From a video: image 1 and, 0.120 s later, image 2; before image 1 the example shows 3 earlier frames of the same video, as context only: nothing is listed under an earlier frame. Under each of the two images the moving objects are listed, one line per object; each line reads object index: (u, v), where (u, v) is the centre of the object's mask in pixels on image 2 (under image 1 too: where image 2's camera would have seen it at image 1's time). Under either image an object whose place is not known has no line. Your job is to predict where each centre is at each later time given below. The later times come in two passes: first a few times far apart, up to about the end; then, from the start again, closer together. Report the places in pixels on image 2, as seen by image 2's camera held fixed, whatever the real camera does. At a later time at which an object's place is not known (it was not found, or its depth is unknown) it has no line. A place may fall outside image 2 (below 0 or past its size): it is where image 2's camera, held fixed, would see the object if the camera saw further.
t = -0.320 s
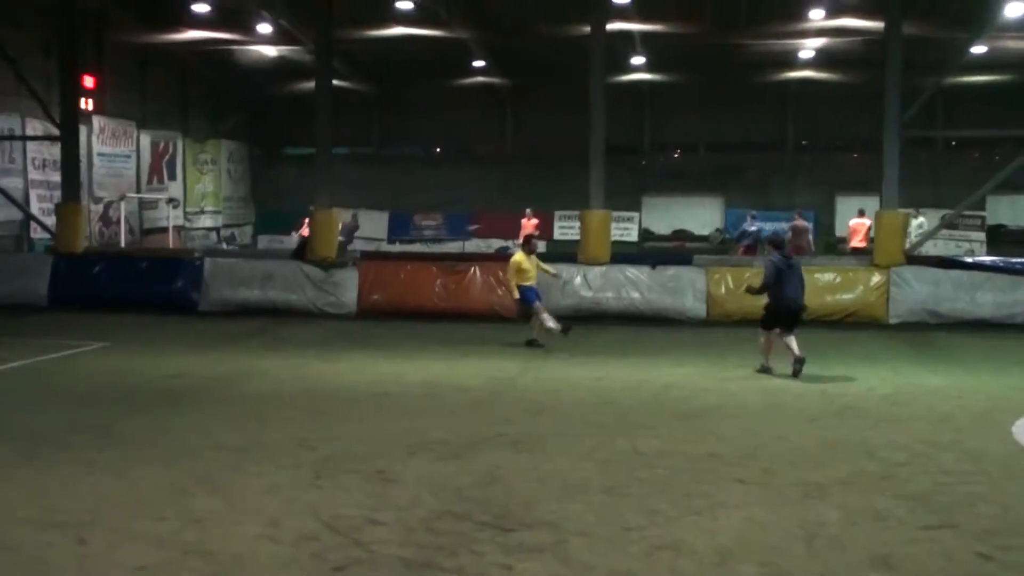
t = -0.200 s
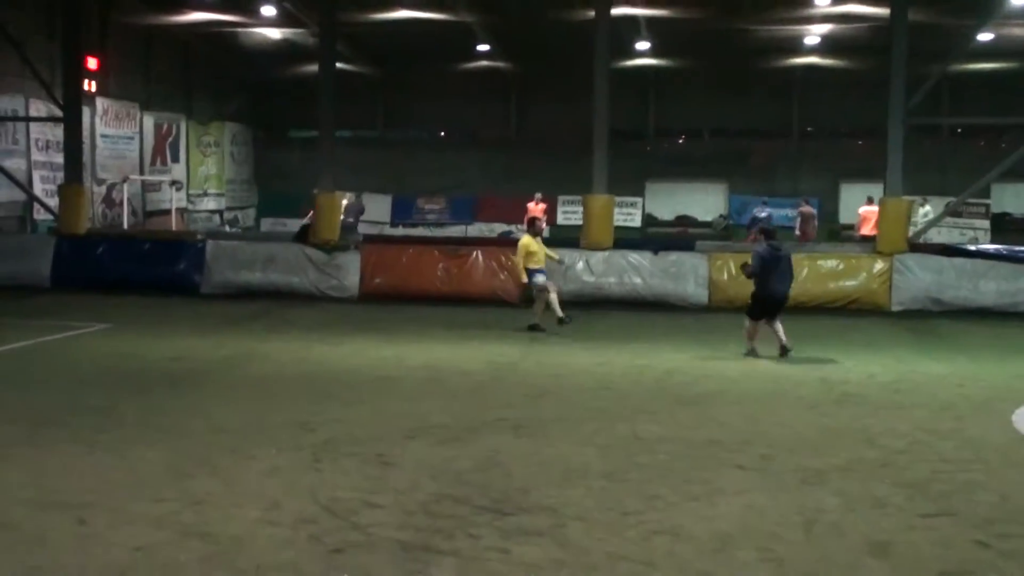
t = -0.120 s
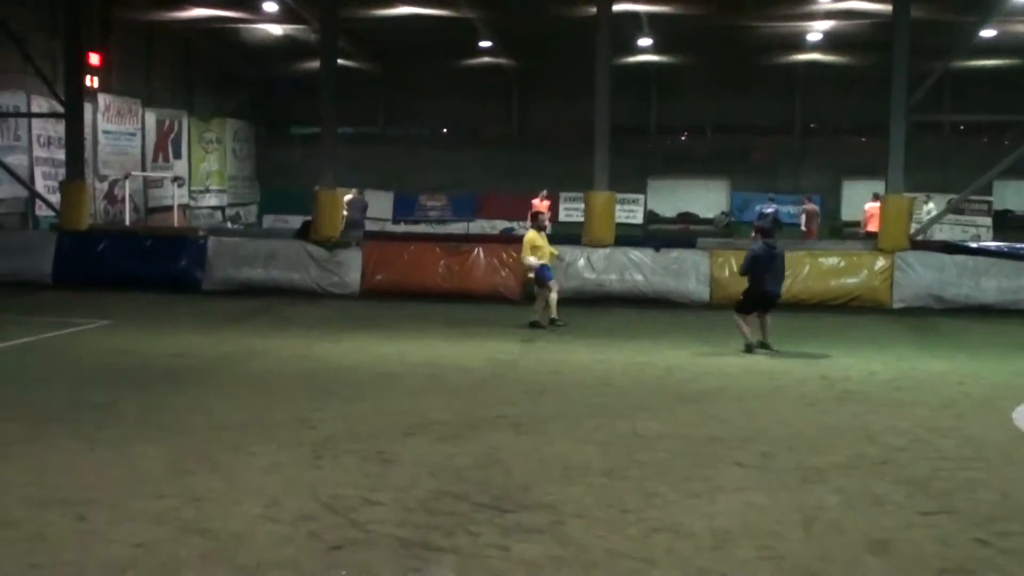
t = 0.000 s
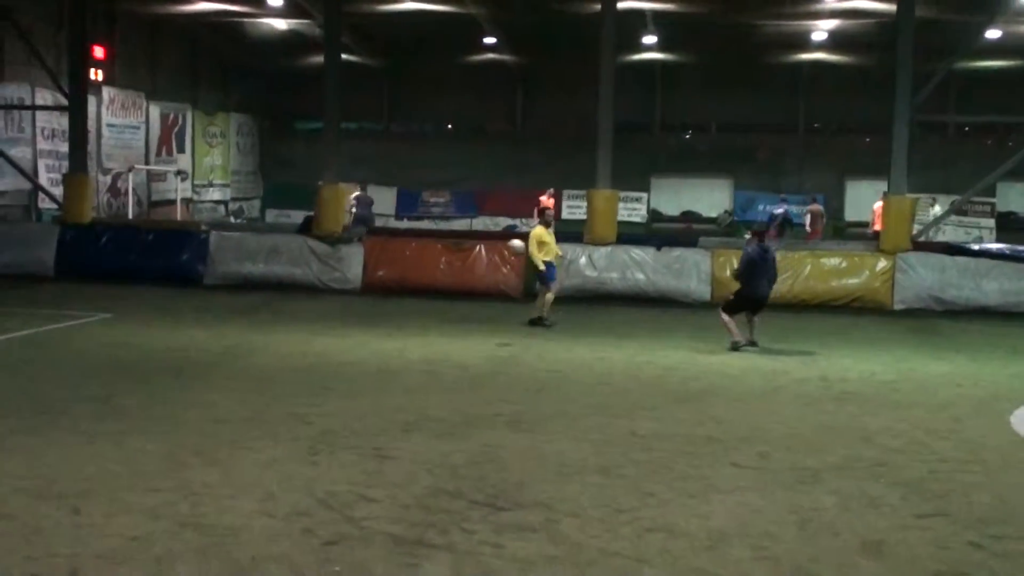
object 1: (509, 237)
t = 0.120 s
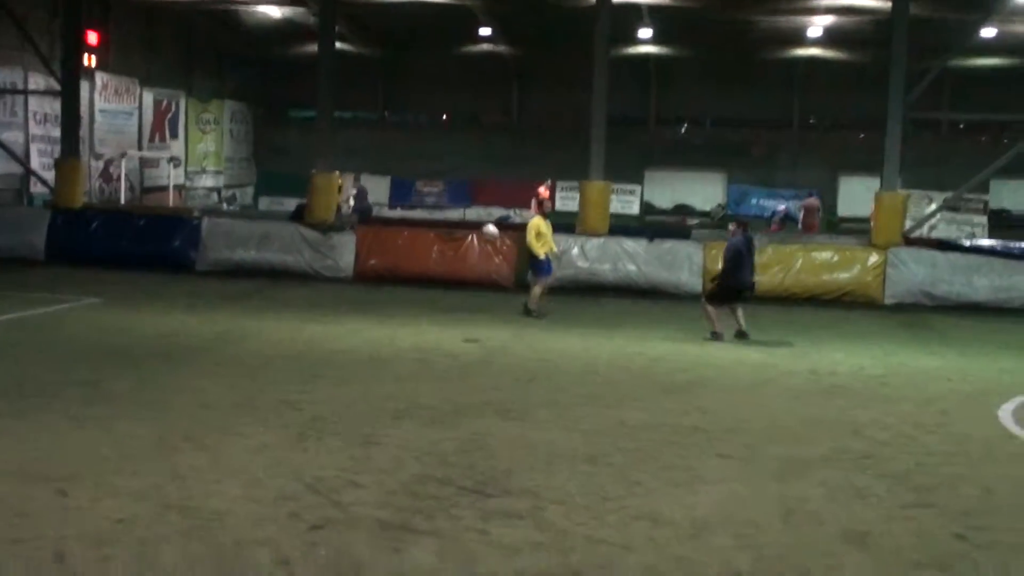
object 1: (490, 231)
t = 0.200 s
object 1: (478, 235)
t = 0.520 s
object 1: (417, 315)
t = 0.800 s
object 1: (343, 304)
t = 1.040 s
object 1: (269, 285)
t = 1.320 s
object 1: (173, 340)
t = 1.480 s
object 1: (118, 351)
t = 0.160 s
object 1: (484, 232)
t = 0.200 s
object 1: (478, 235)
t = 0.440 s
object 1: (432, 283)
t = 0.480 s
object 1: (425, 300)
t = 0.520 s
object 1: (417, 315)
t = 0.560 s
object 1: (408, 333)
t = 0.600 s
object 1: (401, 354)
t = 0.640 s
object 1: (390, 345)
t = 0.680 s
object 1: (380, 333)
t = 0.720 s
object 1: (367, 321)
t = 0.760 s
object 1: (357, 312)
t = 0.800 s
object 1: (343, 304)
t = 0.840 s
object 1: (332, 296)
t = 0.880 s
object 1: (319, 291)
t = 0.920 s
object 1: (307, 287)
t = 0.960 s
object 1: (294, 285)
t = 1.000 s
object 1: (281, 284)
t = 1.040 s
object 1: (269, 285)
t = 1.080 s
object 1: (255, 286)
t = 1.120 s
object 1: (242, 290)
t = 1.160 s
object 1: (229, 297)
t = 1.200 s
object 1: (215, 305)
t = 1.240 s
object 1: (202, 315)
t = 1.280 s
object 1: (189, 326)
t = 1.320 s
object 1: (173, 340)
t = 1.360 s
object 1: (161, 355)
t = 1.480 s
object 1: (118, 351)
